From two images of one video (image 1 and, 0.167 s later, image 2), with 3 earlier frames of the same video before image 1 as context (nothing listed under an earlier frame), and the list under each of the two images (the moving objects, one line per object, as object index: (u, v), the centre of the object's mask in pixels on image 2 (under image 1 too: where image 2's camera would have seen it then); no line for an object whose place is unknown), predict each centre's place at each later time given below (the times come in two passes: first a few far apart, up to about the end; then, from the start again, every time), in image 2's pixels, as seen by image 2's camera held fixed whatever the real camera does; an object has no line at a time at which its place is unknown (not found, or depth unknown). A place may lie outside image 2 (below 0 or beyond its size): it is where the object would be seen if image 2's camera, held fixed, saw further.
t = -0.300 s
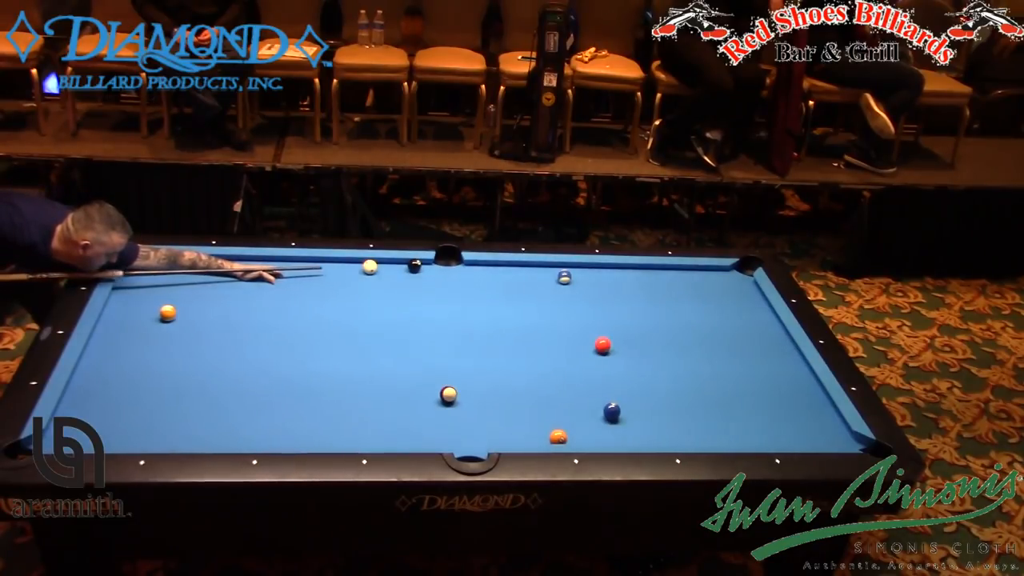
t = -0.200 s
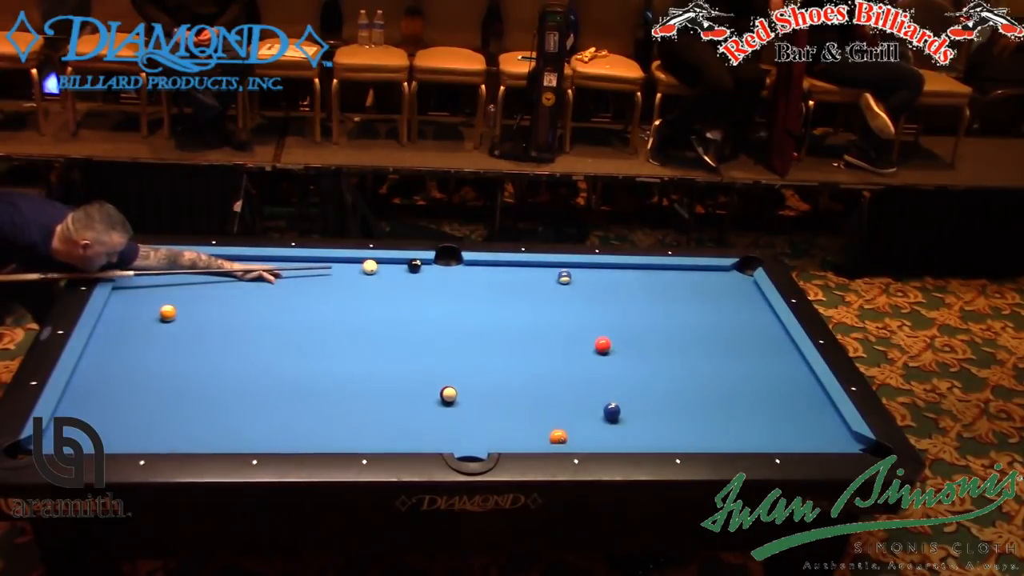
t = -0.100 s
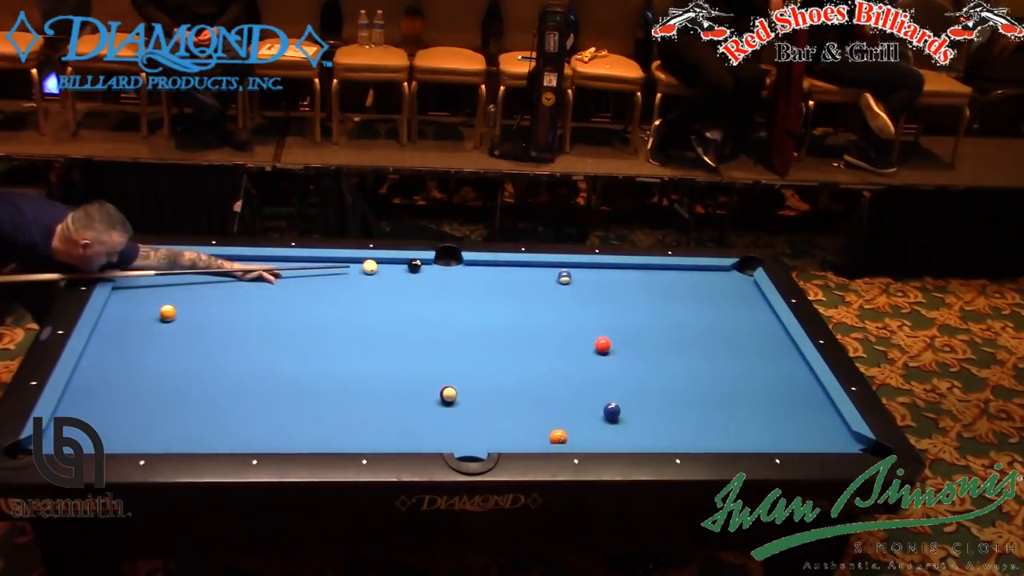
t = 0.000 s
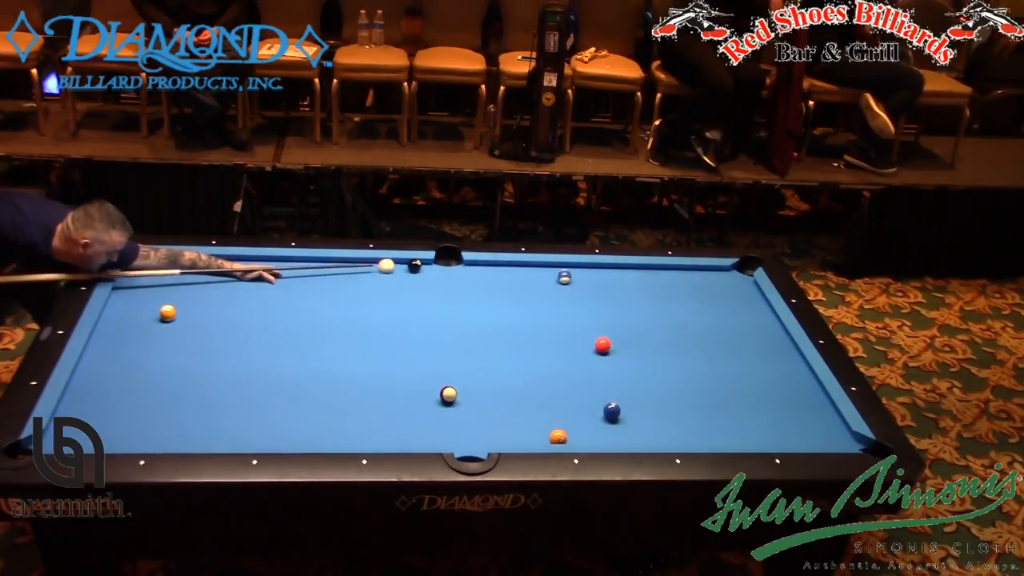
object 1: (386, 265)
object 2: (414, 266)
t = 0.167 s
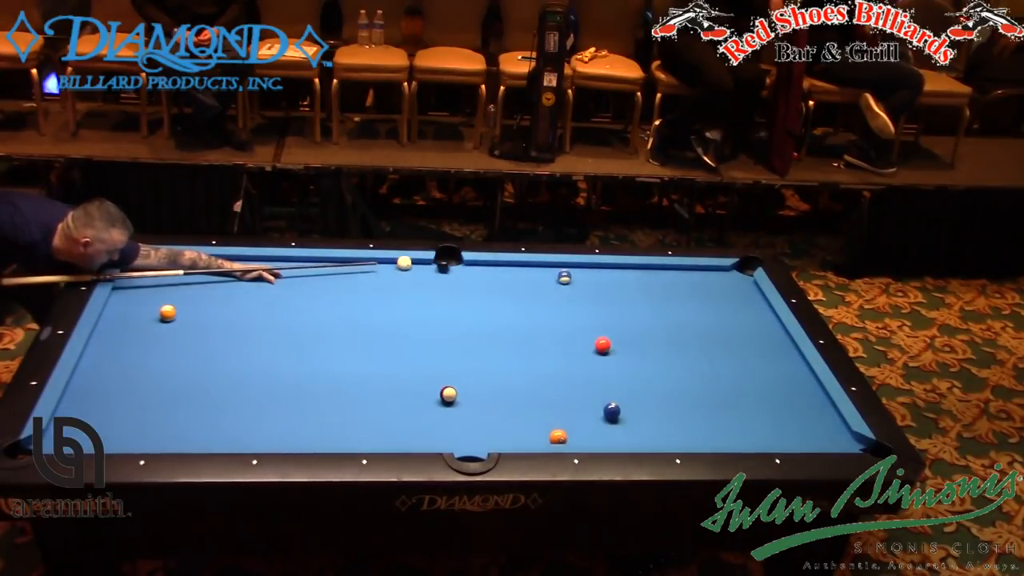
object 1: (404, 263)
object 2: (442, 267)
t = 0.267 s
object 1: (410, 264)
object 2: (462, 267)
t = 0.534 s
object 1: (424, 267)
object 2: (510, 267)
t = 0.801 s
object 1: (436, 269)
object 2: (555, 267)
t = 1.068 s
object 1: (448, 272)
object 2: (599, 268)
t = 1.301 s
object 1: (457, 273)
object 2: (636, 268)
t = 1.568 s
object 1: (466, 275)
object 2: (676, 270)
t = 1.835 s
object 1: (474, 276)
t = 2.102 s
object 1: (480, 278)
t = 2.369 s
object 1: (485, 279)
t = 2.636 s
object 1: (488, 280)
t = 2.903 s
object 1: (490, 280)
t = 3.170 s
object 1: (491, 281)
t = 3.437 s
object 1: (490, 281)
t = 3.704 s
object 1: (491, 281)
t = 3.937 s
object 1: (491, 281)
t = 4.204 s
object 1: (491, 281)
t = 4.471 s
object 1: (491, 281)
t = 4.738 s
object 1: (491, 281)
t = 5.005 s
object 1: (491, 281)
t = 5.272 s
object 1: (491, 281)
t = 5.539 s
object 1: (491, 281)
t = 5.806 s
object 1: (491, 281)
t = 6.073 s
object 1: (491, 280)
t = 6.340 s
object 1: (491, 280)
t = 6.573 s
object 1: (491, 281)
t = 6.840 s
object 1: (491, 281)
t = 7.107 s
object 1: (490, 281)
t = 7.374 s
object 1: (490, 281)
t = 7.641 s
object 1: (490, 281)
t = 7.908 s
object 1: (491, 281)
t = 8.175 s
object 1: (491, 280)
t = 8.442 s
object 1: (491, 280)
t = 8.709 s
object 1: (491, 281)
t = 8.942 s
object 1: (491, 280)
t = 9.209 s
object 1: (491, 280)
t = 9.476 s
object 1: (491, 280)
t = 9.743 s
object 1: (491, 280)
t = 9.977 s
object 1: (491, 281)
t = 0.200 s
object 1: (406, 263)
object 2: (449, 267)
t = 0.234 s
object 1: (408, 263)
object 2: (456, 267)
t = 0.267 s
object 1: (410, 264)
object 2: (462, 267)
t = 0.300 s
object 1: (411, 264)
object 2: (468, 267)
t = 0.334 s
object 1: (413, 264)
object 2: (474, 267)
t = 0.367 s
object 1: (415, 264)
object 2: (480, 267)
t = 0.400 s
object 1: (417, 265)
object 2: (486, 267)
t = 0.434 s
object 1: (418, 266)
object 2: (492, 267)
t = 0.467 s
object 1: (420, 266)
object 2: (498, 267)
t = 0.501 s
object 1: (422, 266)
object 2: (504, 267)
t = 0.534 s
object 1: (424, 267)
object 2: (510, 267)
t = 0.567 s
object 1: (425, 267)
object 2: (516, 267)
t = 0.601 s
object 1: (427, 267)
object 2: (522, 267)
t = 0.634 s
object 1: (428, 268)
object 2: (527, 267)
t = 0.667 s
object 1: (430, 268)
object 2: (532, 267)
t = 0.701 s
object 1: (432, 268)
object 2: (538, 267)
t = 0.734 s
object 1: (433, 269)
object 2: (544, 267)
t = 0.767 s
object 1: (435, 269)
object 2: (550, 267)
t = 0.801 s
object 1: (436, 269)
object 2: (555, 267)
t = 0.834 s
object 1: (438, 270)
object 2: (560, 266)
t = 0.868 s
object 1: (439, 270)
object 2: (567, 265)
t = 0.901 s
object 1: (441, 270)
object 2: (573, 267)
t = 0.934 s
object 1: (442, 270)
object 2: (578, 268)
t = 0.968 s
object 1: (444, 271)
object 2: (583, 268)
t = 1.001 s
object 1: (445, 271)
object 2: (588, 268)
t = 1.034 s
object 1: (446, 271)
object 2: (594, 268)
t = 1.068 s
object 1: (448, 272)
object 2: (599, 268)
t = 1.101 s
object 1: (449, 272)
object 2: (604, 268)
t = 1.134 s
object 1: (451, 272)
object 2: (610, 268)
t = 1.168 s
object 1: (452, 273)
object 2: (615, 268)
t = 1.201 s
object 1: (453, 273)
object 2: (620, 268)
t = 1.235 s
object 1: (455, 273)
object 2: (626, 268)
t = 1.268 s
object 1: (456, 273)
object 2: (631, 268)
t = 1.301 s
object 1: (457, 273)
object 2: (636, 268)
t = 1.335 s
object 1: (458, 274)
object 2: (642, 269)
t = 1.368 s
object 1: (459, 274)
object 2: (646, 269)
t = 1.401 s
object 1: (461, 274)
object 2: (651, 269)
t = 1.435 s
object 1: (461, 274)
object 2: (657, 269)
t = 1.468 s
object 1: (463, 274)
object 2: (661, 270)
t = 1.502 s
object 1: (464, 274)
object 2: (666, 270)
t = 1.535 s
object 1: (465, 275)
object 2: (671, 270)
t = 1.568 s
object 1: (466, 275)
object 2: (676, 270)
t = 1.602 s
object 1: (467, 275)
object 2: (681, 270)
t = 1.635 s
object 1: (468, 275)
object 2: (685, 271)
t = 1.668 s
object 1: (469, 276)
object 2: (690, 270)
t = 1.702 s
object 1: (470, 276)
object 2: (695, 270)
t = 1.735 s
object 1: (471, 276)
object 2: (700, 271)
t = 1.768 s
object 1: (472, 276)
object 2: (705, 271)
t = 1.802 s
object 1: (473, 276)
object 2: (709, 271)
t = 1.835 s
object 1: (474, 276)
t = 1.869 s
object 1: (475, 277)
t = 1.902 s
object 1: (475, 277)
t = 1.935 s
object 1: (476, 277)
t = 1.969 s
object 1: (477, 277)
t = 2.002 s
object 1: (478, 277)
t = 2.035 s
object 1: (479, 277)
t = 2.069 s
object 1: (479, 278)
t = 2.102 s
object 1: (480, 278)
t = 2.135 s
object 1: (481, 278)
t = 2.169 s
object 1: (482, 278)
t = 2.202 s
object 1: (482, 278)
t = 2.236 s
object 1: (483, 278)
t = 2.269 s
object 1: (483, 279)
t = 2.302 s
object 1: (484, 279)
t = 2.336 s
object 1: (485, 279)
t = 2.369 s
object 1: (485, 279)
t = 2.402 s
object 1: (485, 279)
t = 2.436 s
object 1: (486, 279)
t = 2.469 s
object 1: (486, 279)
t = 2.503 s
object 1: (487, 279)
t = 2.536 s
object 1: (487, 280)
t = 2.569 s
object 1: (487, 280)
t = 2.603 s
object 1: (488, 280)
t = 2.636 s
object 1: (488, 280)
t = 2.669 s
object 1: (488, 280)
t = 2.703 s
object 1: (489, 280)
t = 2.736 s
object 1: (489, 280)
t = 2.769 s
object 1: (489, 280)
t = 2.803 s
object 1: (490, 280)
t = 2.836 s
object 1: (490, 280)
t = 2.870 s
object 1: (490, 280)
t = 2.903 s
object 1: (490, 280)
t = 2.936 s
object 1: (490, 280)
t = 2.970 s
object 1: (490, 280)
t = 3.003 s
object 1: (490, 281)
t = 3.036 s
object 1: (490, 281)
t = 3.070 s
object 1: (490, 281)
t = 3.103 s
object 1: (490, 281)
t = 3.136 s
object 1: (491, 281)
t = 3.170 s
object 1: (491, 281)
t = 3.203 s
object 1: (491, 281)
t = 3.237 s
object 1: (491, 281)
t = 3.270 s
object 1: (491, 281)
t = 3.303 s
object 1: (491, 281)
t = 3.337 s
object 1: (491, 281)
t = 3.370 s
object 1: (491, 281)
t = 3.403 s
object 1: (490, 281)
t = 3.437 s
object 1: (490, 281)
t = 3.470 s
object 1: (491, 281)
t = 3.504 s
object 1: (491, 281)
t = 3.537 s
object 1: (491, 281)
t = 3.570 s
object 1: (491, 281)
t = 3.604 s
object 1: (491, 281)
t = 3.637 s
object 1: (491, 281)
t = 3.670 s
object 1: (491, 281)
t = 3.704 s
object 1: (491, 281)
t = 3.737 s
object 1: (491, 281)
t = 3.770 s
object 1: (491, 281)
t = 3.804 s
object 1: (491, 281)
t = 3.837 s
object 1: (491, 281)
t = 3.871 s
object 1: (491, 281)
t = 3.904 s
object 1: (491, 281)
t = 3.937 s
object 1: (491, 281)
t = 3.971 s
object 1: (491, 281)
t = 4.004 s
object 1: (491, 281)
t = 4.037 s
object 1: (491, 281)
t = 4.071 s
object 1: (491, 281)
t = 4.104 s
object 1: (491, 281)
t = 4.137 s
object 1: (491, 281)
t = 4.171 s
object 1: (491, 281)
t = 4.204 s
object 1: (491, 281)
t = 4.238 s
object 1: (491, 281)
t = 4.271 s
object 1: (491, 281)
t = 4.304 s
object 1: (491, 281)
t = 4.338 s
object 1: (491, 281)
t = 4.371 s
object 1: (491, 281)
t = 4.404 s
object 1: (491, 281)
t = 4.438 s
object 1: (491, 281)
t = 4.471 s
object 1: (491, 281)
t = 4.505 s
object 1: (491, 281)
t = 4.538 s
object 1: (491, 281)
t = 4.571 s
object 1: (490, 281)
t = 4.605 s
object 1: (491, 281)
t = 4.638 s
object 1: (490, 281)
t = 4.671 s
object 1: (491, 281)
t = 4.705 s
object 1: (491, 281)
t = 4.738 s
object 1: (491, 281)
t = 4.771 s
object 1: (491, 281)
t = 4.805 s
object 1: (491, 281)
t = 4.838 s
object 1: (491, 281)
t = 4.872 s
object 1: (491, 281)
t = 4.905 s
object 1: (491, 281)
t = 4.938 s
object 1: (491, 281)
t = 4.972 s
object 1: (491, 281)
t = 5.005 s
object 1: (491, 281)
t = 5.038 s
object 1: (491, 281)
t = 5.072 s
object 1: (491, 281)
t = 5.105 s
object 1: (491, 281)
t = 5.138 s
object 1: (491, 281)
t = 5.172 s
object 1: (491, 281)
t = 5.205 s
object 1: (491, 281)
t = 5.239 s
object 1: (491, 281)
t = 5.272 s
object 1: (491, 281)
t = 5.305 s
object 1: (491, 281)
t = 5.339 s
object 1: (491, 281)
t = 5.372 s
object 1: (491, 281)
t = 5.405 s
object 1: (491, 281)
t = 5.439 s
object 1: (491, 281)
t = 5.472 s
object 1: (491, 281)
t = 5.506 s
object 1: (491, 281)
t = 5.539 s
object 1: (491, 281)
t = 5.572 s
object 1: (491, 280)
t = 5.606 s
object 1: (491, 280)
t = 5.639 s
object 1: (491, 281)
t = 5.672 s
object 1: (491, 281)
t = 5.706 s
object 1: (491, 281)
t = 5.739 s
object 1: (491, 281)
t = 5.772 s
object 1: (491, 281)
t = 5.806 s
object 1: (491, 281)
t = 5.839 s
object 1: (491, 281)
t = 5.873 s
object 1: (491, 281)
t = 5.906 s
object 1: (491, 281)
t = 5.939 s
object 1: (491, 281)
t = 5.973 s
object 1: (491, 281)
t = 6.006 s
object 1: (491, 281)
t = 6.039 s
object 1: (491, 281)
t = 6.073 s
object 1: (491, 280)
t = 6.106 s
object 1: (491, 280)
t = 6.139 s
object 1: (491, 280)
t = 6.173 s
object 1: (491, 280)
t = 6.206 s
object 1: (491, 280)
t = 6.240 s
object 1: (491, 280)
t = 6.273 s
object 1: (491, 280)
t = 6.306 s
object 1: (491, 280)
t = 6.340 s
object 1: (491, 280)
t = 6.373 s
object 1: (491, 280)
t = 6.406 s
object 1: (491, 280)
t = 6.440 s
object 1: (491, 281)
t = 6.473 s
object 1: (490, 281)
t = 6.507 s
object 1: (491, 281)
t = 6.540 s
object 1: (491, 281)
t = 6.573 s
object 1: (491, 281)
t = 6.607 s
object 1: (490, 281)
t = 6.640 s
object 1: (491, 281)
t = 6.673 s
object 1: (491, 281)
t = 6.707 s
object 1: (491, 281)
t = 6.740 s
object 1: (491, 281)
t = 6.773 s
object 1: (491, 281)
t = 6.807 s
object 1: (491, 281)
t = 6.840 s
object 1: (491, 281)
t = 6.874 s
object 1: (491, 281)
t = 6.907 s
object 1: (491, 281)
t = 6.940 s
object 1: (491, 281)
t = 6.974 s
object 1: (490, 281)
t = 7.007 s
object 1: (491, 281)
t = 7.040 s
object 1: (491, 281)
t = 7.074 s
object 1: (491, 281)
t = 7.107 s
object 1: (490, 281)
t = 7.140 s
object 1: (491, 281)
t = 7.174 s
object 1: (491, 281)
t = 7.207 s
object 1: (490, 281)
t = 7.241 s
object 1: (490, 281)
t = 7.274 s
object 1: (491, 281)
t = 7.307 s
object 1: (491, 281)
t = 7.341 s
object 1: (490, 281)
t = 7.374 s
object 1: (490, 281)
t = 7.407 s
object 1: (490, 281)
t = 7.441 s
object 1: (490, 281)
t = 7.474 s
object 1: (490, 281)
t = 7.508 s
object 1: (491, 281)
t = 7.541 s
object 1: (490, 281)
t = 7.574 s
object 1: (490, 281)
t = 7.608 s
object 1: (490, 281)
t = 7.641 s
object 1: (490, 281)
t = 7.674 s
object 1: (490, 281)
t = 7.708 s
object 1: (490, 281)
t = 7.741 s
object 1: (491, 281)
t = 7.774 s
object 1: (491, 281)
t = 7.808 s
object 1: (490, 281)
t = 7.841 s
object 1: (491, 281)
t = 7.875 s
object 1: (490, 281)
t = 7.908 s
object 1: (491, 281)
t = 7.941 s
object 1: (491, 281)
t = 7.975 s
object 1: (491, 280)
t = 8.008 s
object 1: (491, 281)
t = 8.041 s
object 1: (491, 280)
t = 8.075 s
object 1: (491, 281)
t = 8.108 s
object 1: (491, 281)
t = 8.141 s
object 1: (490, 281)
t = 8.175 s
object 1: (491, 280)
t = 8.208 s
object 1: (491, 280)
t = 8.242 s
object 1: (491, 280)
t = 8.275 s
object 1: (491, 280)
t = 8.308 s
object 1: (491, 281)
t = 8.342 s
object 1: (491, 280)
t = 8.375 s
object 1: (491, 280)
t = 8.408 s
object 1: (491, 280)
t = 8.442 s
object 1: (491, 280)
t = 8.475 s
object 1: (491, 280)
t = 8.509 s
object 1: (491, 280)
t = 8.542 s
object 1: (491, 280)
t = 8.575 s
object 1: (491, 280)
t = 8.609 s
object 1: (491, 280)
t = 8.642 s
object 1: (491, 280)
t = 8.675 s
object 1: (491, 280)
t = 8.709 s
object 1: (491, 281)
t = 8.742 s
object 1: (491, 280)
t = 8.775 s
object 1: (491, 280)
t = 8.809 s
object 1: (491, 280)
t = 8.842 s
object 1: (491, 280)
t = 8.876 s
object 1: (491, 280)
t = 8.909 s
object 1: (491, 280)
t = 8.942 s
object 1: (491, 280)
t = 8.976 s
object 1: (491, 280)
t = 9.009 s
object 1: (491, 280)
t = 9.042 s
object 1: (491, 280)
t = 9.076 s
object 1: (491, 280)
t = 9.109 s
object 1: (491, 280)
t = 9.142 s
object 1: (491, 280)
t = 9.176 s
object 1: (491, 280)
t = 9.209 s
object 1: (491, 280)
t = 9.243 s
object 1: (491, 280)
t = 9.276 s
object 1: (491, 280)
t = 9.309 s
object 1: (491, 280)
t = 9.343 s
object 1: (491, 280)
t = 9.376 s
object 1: (491, 280)
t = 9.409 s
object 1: (491, 280)
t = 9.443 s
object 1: (491, 280)
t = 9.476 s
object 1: (491, 280)
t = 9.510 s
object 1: (491, 280)
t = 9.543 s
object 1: (491, 280)
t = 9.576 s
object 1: (491, 280)
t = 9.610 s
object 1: (491, 280)
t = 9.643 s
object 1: (491, 280)
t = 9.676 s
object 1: (491, 280)
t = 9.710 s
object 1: (491, 280)
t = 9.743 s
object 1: (491, 280)
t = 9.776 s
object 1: (491, 280)
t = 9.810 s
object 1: (491, 280)
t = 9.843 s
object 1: (491, 281)
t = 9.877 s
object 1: (491, 281)
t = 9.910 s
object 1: (491, 281)
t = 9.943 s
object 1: (491, 280)
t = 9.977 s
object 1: (491, 281)
